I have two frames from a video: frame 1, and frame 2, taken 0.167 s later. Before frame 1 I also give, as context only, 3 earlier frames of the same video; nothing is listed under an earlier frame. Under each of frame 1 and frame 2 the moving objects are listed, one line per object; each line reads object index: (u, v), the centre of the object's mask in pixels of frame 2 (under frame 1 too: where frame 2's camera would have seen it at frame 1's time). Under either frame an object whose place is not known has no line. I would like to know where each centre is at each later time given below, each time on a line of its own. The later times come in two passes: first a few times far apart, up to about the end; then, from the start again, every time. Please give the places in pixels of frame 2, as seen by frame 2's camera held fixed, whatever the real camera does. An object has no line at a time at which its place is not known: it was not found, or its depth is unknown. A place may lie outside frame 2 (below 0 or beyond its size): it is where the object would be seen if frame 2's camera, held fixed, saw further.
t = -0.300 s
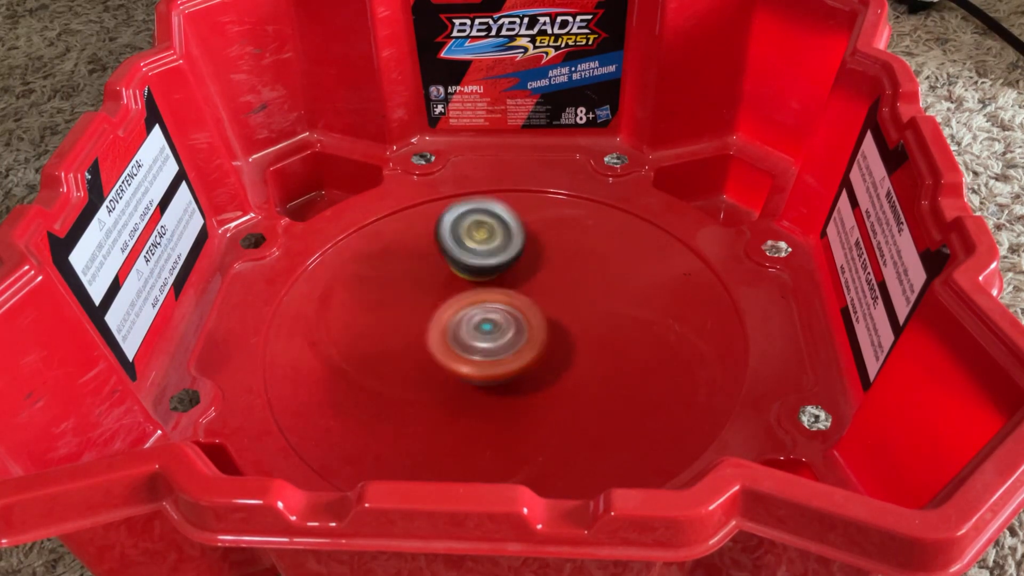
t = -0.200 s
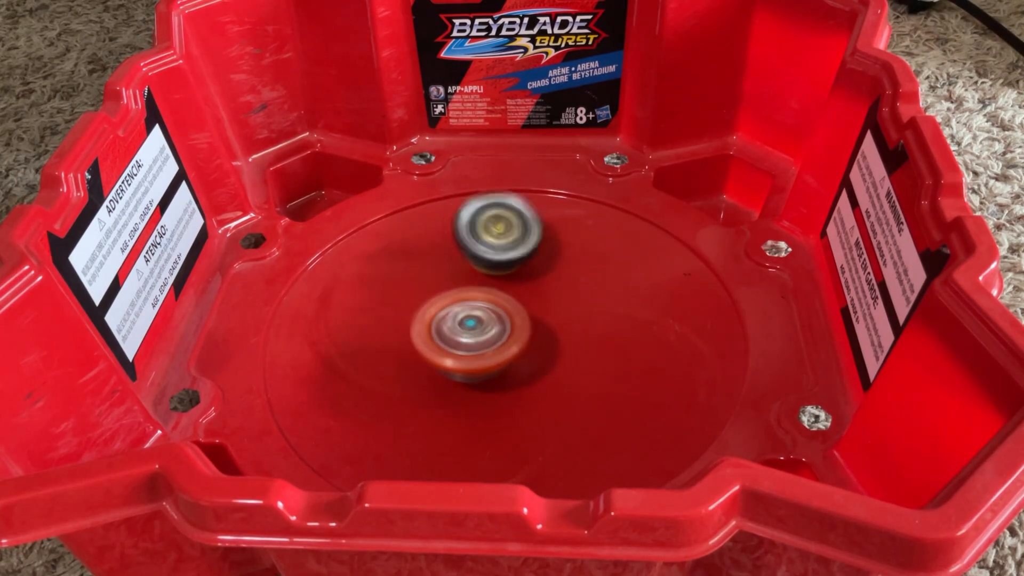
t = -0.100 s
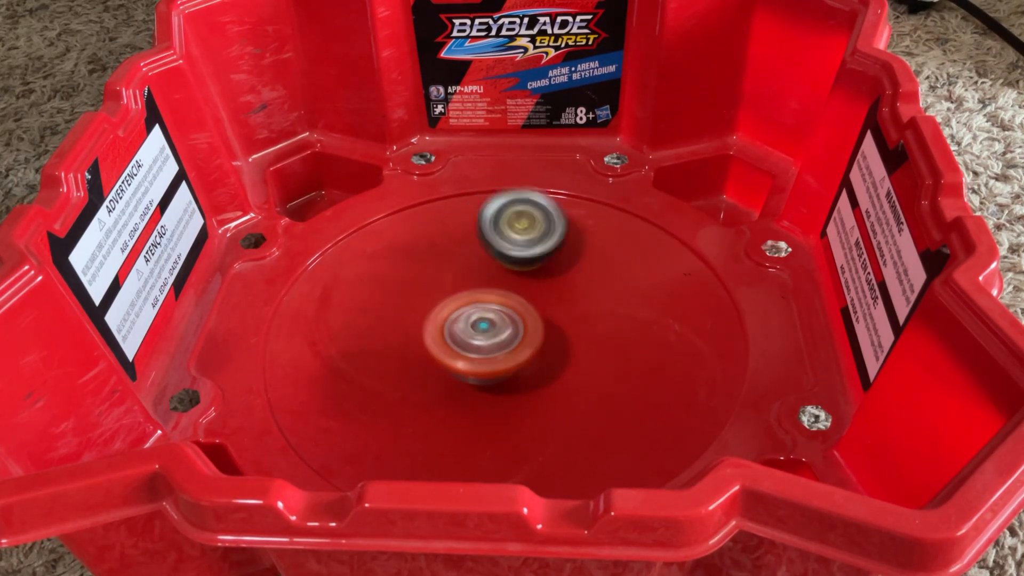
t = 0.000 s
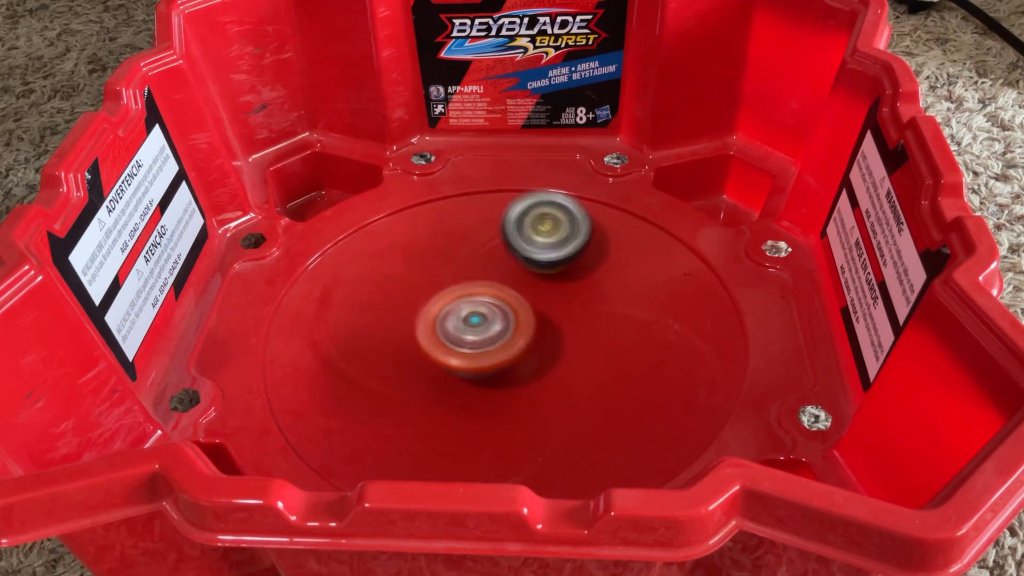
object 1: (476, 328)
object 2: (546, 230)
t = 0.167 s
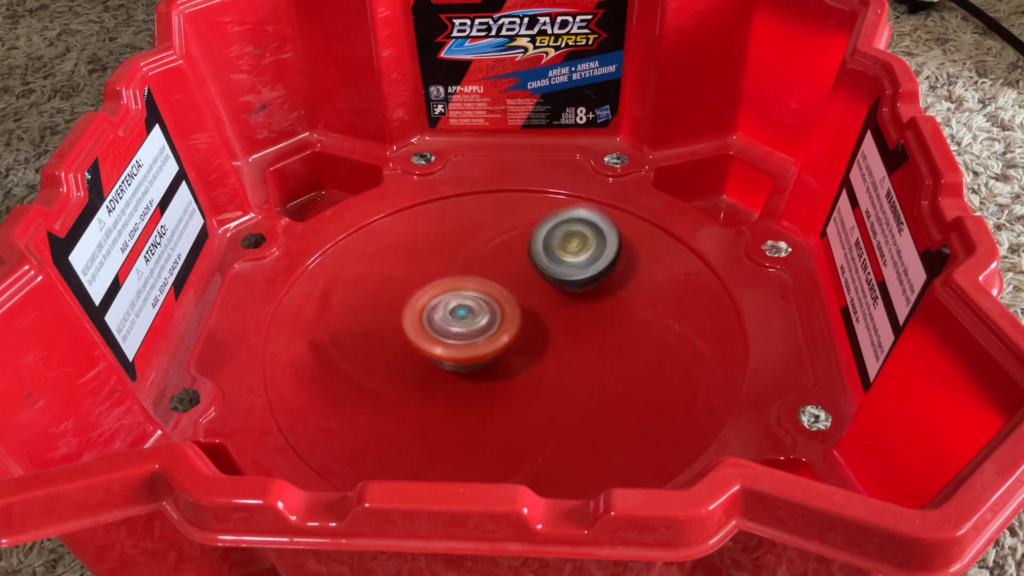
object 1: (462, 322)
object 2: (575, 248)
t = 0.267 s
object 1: (474, 328)
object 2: (584, 264)
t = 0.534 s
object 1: (464, 309)
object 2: (606, 318)
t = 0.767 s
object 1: (473, 295)
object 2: (601, 367)
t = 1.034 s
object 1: (482, 292)
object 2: (549, 401)
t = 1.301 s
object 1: (494, 288)
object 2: (471, 400)
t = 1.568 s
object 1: (504, 287)
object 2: (407, 370)
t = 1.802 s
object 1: (514, 289)
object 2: (391, 326)
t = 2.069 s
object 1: (523, 292)
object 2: (418, 275)
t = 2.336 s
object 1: (543, 300)
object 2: (466, 250)
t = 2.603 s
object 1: (565, 313)
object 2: (533, 243)
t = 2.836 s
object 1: (563, 363)
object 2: (574, 259)
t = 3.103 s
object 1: (535, 380)
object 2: (605, 311)
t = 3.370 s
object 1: (443, 384)
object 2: (607, 338)
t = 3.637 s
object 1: (391, 348)
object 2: (542, 364)
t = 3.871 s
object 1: (401, 296)
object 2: (473, 368)
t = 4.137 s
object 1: (442, 249)
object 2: (428, 343)
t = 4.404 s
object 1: (510, 234)
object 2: (429, 303)
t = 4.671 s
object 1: (598, 251)
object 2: (447, 281)
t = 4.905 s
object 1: (637, 281)
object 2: (477, 275)
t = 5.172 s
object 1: (600, 341)
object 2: (521, 285)
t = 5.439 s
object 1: (509, 391)
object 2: (542, 284)
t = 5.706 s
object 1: (436, 369)
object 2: (546, 300)
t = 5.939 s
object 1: (422, 312)
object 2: (531, 318)
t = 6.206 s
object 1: (465, 261)
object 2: (541, 340)
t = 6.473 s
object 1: (541, 254)
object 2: (519, 343)
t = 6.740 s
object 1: (586, 298)
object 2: (479, 334)
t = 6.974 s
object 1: (565, 349)
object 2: (463, 322)
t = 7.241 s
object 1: (486, 376)
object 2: (466, 298)
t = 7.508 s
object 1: (425, 338)
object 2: (497, 282)
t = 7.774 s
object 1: (433, 287)
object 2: (552, 278)
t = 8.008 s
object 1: (483, 263)
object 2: (590, 304)
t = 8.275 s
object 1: (542, 266)
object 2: (612, 360)
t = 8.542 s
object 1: (570, 302)
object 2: (537, 397)
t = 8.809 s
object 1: (567, 329)
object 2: (450, 364)
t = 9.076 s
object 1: (531, 326)
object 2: (442, 287)
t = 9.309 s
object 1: (469, 332)
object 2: (490, 244)
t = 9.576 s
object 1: (455, 330)
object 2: (551, 249)
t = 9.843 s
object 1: (476, 299)
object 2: (575, 309)
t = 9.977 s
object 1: (464, 279)
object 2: (577, 349)
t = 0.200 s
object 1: (466, 325)
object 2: (578, 253)
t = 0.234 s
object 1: (471, 327)
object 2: (580, 258)
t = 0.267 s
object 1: (474, 328)
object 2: (584, 264)
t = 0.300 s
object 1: (473, 326)
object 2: (587, 269)
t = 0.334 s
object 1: (471, 322)
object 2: (590, 276)
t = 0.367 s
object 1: (467, 316)
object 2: (594, 283)
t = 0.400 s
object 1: (464, 310)
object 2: (597, 289)
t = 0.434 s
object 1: (464, 305)
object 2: (599, 296)
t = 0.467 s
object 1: (464, 304)
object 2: (602, 303)
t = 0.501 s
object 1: (464, 305)
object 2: (604, 310)
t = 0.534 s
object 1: (464, 309)
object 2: (606, 318)
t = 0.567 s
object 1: (465, 311)
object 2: (608, 326)
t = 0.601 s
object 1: (466, 311)
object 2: (609, 333)
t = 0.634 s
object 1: (467, 308)
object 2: (609, 341)
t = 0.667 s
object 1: (469, 302)
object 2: (608, 348)
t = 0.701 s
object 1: (472, 297)
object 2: (606, 356)
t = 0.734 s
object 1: (474, 295)
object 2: (605, 362)
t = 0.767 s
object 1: (473, 295)
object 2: (601, 367)
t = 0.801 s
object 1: (471, 298)
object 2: (597, 373)
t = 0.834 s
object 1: (471, 300)
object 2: (592, 378)
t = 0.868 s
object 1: (472, 300)
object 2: (587, 383)
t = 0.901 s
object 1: (474, 297)
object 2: (581, 387)
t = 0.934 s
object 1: (478, 293)
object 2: (574, 390)
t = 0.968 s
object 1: (481, 291)
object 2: (566, 394)
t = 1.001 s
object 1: (482, 291)
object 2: (559, 398)
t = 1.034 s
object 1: (482, 292)
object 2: (549, 401)
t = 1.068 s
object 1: (481, 292)
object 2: (541, 402)
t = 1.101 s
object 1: (483, 292)
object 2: (532, 403)
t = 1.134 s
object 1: (485, 291)
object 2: (522, 404)
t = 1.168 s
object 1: (487, 290)
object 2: (512, 404)
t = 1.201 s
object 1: (489, 289)
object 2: (501, 404)
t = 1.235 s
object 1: (490, 289)
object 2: (491, 403)
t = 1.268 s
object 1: (492, 289)
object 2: (480, 402)
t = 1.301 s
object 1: (494, 288)
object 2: (471, 400)
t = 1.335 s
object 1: (496, 288)
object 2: (461, 398)
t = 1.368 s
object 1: (497, 288)
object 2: (453, 395)
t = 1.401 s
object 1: (497, 287)
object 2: (444, 392)
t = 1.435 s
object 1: (499, 287)
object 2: (435, 388)
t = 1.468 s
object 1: (500, 287)
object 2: (427, 384)
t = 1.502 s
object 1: (501, 287)
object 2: (420, 380)
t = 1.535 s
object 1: (503, 287)
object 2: (413, 375)
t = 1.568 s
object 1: (504, 287)
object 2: (407, 370)
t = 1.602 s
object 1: (506, 288)
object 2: (402, 364)
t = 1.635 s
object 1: (509, 288)
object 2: (397, 358)
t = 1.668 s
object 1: (511, 288)
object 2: (396, 352)
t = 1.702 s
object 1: (512, 288)
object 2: (394, 346)
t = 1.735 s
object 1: (512, 288)
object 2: (393, 340)
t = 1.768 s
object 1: (512, 288)
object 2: (391, 332)
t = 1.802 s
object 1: (514, 289)
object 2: (391, 326)
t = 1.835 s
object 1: (515, 289)
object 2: (391, 319)
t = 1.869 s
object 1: (516, 290)
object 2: (393, 312)
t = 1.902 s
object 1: (518, 290)
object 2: (396, 305)
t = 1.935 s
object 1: (519, 290)
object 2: (399, 299)
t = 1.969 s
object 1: (519, 291)
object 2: (403, 292)
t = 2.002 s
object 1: (520, 291)
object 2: (407, 287)
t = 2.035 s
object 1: (521, 291)
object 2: (412, 280)
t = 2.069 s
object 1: (523, 292)
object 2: (418, 275)
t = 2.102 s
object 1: (525, 293)
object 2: (422, 269)
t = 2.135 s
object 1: (529, 294)
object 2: (425, 265)
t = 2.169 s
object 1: (531, 295)
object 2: (429, 262)
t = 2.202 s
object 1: (534, 296)
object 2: (435, 259)
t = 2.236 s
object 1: (536, 296)
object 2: (443, 256)
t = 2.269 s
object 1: (538, 297)
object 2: (451, 254)
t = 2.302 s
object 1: (540, 298)
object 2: (459, 253)
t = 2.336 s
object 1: (543, 300)
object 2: (466, 250)
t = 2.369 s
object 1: (548, 304)
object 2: (472, 248)
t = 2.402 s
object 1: (551, 307)
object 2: (481, 247)
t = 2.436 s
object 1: (555, 309)
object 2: (489, 246)
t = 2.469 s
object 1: (559, 311)
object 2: (499, 245)
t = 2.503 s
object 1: (562, 311)
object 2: (507, 245)
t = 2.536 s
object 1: (564, 312)
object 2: (516, 244)
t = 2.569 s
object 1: (565, 312)
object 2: (525, 243)
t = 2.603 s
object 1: (565, 313)
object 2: (533, 243)
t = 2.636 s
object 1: (563, 318)
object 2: (541, 242)
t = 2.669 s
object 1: (563, 328)
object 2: (546, 241)
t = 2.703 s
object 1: (563, 337)
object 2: (551, 241)
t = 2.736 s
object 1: (563, 345)
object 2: (557, 244)
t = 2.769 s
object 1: (563, 352)
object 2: (563, 248)
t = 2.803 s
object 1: (563, 358)
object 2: (569, 254)
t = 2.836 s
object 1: (563, 363)
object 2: (574, 259)
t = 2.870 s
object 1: (561, 367)
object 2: (579, 265)
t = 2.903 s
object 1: (559, 369)
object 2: (583, 271)
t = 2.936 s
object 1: (555, 370)
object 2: (588, 278)
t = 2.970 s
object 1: (552, 372)
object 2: (592, 285)
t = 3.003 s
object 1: (549, 376)
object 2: (596, 291)
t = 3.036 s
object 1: (544, 378)
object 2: (600, 298)
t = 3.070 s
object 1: (540, 380)
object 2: (602, 305)
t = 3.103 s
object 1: (535, 380)
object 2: (605, 311)
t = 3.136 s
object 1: (530, 380)
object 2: (607, 318)
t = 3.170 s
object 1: (521, 379)
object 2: (609, 323)
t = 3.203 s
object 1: (503, 384)
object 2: (616, 324)
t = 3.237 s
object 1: (489, 386)
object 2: (619, 326)
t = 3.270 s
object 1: (476, 386)
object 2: (619, 328)
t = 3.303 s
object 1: (464, 387)
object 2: (617, 331)
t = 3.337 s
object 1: (453, 386)
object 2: (612, 335)
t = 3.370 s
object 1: (443, 384)
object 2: (607, 338)
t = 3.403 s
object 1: (433, 382)
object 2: (601, 342)
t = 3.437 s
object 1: (424, 378)
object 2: (593, 345)
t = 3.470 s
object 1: (416, 375)
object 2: (585, 349)
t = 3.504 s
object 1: (409, 371)
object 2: (577, 353)
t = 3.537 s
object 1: (403, 366)
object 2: (569, 357)
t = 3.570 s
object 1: (398, 360)
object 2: (560, 360)
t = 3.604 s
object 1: (393, 354)
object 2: (551, 363)
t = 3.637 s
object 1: (391, 348)
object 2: (542, 364)
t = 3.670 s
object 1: (392, 341)
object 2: (532, 366)
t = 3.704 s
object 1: (392, 334)
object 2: (523, 368)
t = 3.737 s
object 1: (392, 327)
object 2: (512, 368)
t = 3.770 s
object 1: (393, 319)
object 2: (501, 369)
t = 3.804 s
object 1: (396, 312)
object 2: (491, 369)
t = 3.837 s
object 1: (398, 304)
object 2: (482, 368)
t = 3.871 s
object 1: (401, 296)
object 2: (473, 368)
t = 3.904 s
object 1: (404, 289)
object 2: (466, 366)
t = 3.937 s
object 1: (407, 282)
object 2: (459, 364)
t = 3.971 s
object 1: (411, 275)
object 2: (452, 362)
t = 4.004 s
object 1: (416, 269)
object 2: (446, 359)
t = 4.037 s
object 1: (421, 263)
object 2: (440, 356)
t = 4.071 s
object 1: (428, 258)
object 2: (436, 352)
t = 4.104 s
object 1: (434, 253)
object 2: (432, 348)
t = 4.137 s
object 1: (442, 249)
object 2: (428, 343)
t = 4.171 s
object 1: (450, 245)
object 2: (426, 338)
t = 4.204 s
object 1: (460, 243)
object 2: (423, 333)
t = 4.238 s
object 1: (468, 240)
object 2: (422, 329)
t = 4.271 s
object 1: (476, 237)
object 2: (421, 323)
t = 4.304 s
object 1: (484, 236)
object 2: (422, 318)
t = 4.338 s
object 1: (493, 235)
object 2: (424, 313)
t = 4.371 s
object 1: (501, 234)
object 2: (425, 308)
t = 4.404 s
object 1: (510, 234)
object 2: (429, 303)
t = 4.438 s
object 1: (518, 235)
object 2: (433, 298)
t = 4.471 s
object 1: (528, 237)
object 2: (438, 294)
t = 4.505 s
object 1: (536, 239)
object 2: (443, 290)
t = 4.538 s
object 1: (544, 241)
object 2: (449, 286)
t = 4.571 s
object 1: (552, 245)
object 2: (455, 283)
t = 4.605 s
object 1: (571, 247)
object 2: (450, 281)
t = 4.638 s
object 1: (587, 249)
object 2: (447, 281)
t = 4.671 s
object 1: (598, 251)
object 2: (447, 281)
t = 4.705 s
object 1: (607, 253)
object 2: (450, 280)
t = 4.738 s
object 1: (615, 255)
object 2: (455, 280)
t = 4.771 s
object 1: (622, 258)
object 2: (459, 278)
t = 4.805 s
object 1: (628, 262)
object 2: (463, 277)
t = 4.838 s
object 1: (633, 267)
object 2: (467, 276)
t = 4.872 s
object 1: (637, 273)
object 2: (472, 275)
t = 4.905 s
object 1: (637, 281)
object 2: (477, 275)
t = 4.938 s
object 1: (636, 288)
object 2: (482, 275)
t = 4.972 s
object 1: (634, 294)
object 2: (487, 275)
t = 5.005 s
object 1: (631, 302)
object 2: (493, 276)
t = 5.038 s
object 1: (628, 309)
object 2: (498, 277)
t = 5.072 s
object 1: (622, 318)
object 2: (504, 278)
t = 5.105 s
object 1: (616, 326)
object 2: (510, 281)
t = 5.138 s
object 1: (609, 334)
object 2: (516, 283)
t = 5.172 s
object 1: (600, 341)
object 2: (521, 285)
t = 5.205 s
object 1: (590, 348)
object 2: (526, 287)
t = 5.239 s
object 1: (579, 355)
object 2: (530, 288)
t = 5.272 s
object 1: (568, 361)
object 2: (535, 289)
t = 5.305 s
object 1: (555, 373)
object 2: (539, 286)
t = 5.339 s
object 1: (543, 382)
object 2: (540, 283)
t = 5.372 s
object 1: (532, 387)
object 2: (541, 282)
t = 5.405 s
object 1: (521, 392)
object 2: (541, 283)
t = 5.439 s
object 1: (509, 391)
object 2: (542, 284)
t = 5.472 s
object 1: (498, 392)
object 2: (543, 285)
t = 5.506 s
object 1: (487, 391)
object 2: (544, 288)
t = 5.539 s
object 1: (476, 393)
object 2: (545, 290)
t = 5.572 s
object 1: (466, 390)
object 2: (546, 291)
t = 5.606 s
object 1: (457, 386)
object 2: (547, 293)
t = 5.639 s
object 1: (449, 378)
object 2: (547, 295)
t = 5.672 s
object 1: (442, 375)
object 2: (547, 297)
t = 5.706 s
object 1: (436, 369)
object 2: (546, 300)
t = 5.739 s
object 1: (430, 361)
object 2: (545, 302)
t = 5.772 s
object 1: (425, 353)
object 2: (543, 305)
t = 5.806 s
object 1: (422, 344)
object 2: (541, 307)
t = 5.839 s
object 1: (420, 336)
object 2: (540, 310)
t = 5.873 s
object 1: (419, 328)
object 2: (536, 313)
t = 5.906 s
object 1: (420, 320)
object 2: (534, 315)
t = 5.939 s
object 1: (422, 312)
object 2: (531, 318)
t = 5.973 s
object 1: (423, 304)
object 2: (533, 323)
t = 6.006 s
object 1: (425, 295)
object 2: (539, 329)
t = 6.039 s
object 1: (428, 288)
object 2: (541, 333)
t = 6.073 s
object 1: (433, 281)
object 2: (543, 336)
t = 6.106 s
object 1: (440, 275)
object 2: (543, 337)
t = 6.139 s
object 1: (447, 270)
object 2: (543, 337)
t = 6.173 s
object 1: (456, 266)
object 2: (542, 339)
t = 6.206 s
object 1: (465, 261)
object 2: (541, 340)
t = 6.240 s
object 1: (473, 258)
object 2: (538, 342)
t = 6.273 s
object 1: (482, 254)
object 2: (536, 342)
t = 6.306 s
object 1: (491, 252)
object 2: (534, 343)
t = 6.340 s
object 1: (501, 252)
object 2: (531, 343)
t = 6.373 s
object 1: (511, 251)
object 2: (528, 343)
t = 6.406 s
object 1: (521, 251)
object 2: (525, 344)
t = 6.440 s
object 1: (531, 252)
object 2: (522, 344)
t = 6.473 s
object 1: (541, 254)
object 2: (519, 343)
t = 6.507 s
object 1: (548, 257)
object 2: (516, 342)
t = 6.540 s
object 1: (556, 260)
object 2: (512, 341)
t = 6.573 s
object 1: (564, 265)
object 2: (507, 340)
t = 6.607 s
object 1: (571, 271)
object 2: (502, 339)
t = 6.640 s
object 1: (577, 277)
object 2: (495, 339)
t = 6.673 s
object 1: (581, 283)
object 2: (490, 337)
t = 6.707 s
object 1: (584, 289)
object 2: (484, 336)
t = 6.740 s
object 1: (586, 298)
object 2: (479, 334)
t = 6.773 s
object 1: (587, 305)
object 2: (475, 332)
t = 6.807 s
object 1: (588, 313)
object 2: (471, 330)
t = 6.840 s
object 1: (586, 321)
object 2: (468, 328)
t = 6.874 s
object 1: (584, 328)
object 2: (466, 327)
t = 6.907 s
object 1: (579, 335)
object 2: (464, 326)
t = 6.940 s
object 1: (573, 342)
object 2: (463, 324)
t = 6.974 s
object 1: (565, 349)
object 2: (463, 322)
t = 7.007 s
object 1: (558, 357)
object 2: (463, 320)
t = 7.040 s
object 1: (549, 363)
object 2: (461, 317)
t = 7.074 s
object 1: (539, 368)
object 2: (461, 314)
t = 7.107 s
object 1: (530, 371)
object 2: (461, 312)
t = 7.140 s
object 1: (520, 374)
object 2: (462, 309)
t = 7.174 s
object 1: (509, 375)
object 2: (462, 305)
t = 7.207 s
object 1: (497, 376)
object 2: (464, 302)
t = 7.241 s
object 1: (486, 376)
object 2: (466, 298)
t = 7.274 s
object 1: (475, 375)
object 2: (468, 295)
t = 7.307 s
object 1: (464, 372)
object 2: (472, 292)
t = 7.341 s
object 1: (455, 368)
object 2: (475, 290)
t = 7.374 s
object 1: (447, 363)
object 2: (479, 288)
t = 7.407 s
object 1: (440, 358)
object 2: (484, 286)
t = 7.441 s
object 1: (433, 352)
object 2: (488, 284)
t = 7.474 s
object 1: (428, 345)
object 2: (492, 283)
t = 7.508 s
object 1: (425, 338)
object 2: (497, 282)
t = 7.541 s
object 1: (422, 331)
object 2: (502, 281)
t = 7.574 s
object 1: (417, 325)
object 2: (513, 278)
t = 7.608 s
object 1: (417, 318)
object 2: (521, 276)
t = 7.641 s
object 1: (417, 311)
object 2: (527, 275)
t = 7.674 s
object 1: (418, 304)
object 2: (534, 275)
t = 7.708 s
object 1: (422, 298)
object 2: (540, 275)
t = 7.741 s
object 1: (428, 292)
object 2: (546, 276)
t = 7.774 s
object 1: (433, 287)
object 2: (552, 278)
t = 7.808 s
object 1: (439, 282)
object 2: (557, 279)
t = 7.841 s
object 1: (446, 279)
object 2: (561, 282)
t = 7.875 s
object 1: (455, 276)
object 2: (565, 285)
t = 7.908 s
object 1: (464, 274)
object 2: (570, 288)
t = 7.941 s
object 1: (471, 270)
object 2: (575, 292)
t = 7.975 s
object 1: (478, 268)
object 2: (580, 296)
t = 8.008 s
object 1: (483, 263)
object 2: (590, 304)
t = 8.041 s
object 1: (487, 259)
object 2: (602, 314)
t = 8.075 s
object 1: (494, 257)
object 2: (610, 321)
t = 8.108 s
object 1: (502, 256)
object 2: (615, 328)
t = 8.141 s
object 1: (511, 257)
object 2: (618, 334)
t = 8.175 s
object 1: (520, 258)
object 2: (620, 340)
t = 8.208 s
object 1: (528, 260)
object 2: (619, 347)
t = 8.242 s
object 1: (535, 262)
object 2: (616, 354)
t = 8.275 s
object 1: (542, 266)
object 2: (612, 360)
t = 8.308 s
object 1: (548, 270)
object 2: (607, 366)
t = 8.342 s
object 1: (554, 275)
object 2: (601, 372)
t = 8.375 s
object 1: (558, 281)
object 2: (594, 377)
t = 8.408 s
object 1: (561, 285)
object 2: (585, 382)
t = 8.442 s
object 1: (565, 291)
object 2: (575, 385)
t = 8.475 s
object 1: (566, 297)
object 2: (564, 388)
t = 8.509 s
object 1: (569, 300)
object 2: (551, 392)
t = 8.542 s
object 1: (570, 302)
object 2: (537, 397)
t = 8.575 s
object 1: (571, 307)
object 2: (524, 399)
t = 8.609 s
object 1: (570, 311)
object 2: (513, 397)
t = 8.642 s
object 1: (569, 317)
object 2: (500, 394)
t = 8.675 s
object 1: (567, 322)
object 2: (487, 391)
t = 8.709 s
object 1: (566, 326)
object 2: (476, 385)
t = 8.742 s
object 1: (567, 327)
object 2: (466, 379)
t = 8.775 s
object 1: (567, 328)
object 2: (457, 372)
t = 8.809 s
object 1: (567, 329)
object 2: (450, 364)
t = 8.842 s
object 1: (567, 330)
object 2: (445, 356)
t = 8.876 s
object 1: (565, 329)
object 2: (442, 346)
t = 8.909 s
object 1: (561, 330)
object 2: (439, 336)
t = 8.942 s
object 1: (557, 329)
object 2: (437, 325)
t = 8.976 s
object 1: (553, 328)
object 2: (437, 315)
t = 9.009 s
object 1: (546, 328)
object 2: (437, 305)
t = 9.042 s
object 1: (539, 327)
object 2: (439, 296)
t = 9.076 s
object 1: (531, 326)
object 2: (442, 287)
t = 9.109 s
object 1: (523, 327)
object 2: (447, 279)
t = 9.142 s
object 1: (516, 329)
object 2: (452, 271)
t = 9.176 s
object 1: (507, 331)
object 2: (458, 264)
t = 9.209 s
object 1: (496, 333)
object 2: (466, 258)
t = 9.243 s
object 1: (486, 333)
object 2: (474, 252)
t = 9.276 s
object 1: (476, 332)
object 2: (483, 248)
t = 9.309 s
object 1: (469, 332)
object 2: (490, 244)
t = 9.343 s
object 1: (463, 333)
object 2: (497, 240)
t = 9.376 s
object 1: (459, 334)
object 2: (504, 239)
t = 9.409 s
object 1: (457, 334)
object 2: (512, 239)
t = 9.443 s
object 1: (455, 334)
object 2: (521, 239)
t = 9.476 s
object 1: (453, 334)
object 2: (529, 240)
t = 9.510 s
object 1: (454, 333)
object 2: (536, 242)
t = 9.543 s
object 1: (455, 332)
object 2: (544, 245)
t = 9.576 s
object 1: (455, 330)
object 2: (551, 249)
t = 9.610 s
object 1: (458, 328)
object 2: (557, 254)
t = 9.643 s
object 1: (460, 325)
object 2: (562, 260)
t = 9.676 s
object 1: (463, 323)
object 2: (566, 267)
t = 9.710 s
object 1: (467, 320)
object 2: (570, 274)
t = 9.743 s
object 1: (469, 315)
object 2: (572, 282)
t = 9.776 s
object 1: (470, 310)
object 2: (574, 290)
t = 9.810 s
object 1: (473, 305)
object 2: (575, 300)
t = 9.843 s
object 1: (476, 299)
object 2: (575, 309)
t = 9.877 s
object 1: (475, 292)
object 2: (578, 318)
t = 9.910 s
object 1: (471, 286)
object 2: (580, 329)
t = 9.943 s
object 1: (468, 282)
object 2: (580, 341)
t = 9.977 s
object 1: (464, 279)
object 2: (577, 349)
